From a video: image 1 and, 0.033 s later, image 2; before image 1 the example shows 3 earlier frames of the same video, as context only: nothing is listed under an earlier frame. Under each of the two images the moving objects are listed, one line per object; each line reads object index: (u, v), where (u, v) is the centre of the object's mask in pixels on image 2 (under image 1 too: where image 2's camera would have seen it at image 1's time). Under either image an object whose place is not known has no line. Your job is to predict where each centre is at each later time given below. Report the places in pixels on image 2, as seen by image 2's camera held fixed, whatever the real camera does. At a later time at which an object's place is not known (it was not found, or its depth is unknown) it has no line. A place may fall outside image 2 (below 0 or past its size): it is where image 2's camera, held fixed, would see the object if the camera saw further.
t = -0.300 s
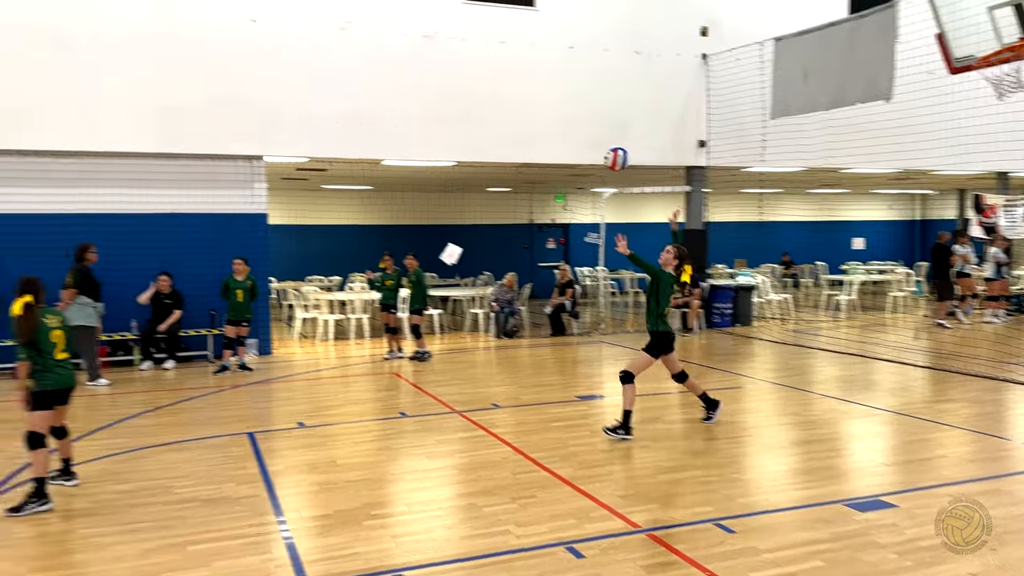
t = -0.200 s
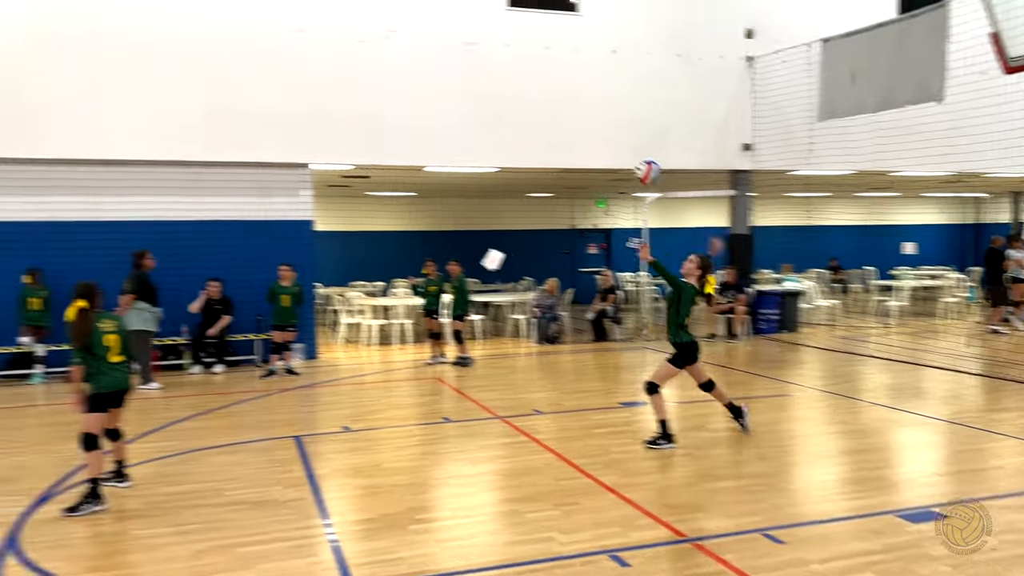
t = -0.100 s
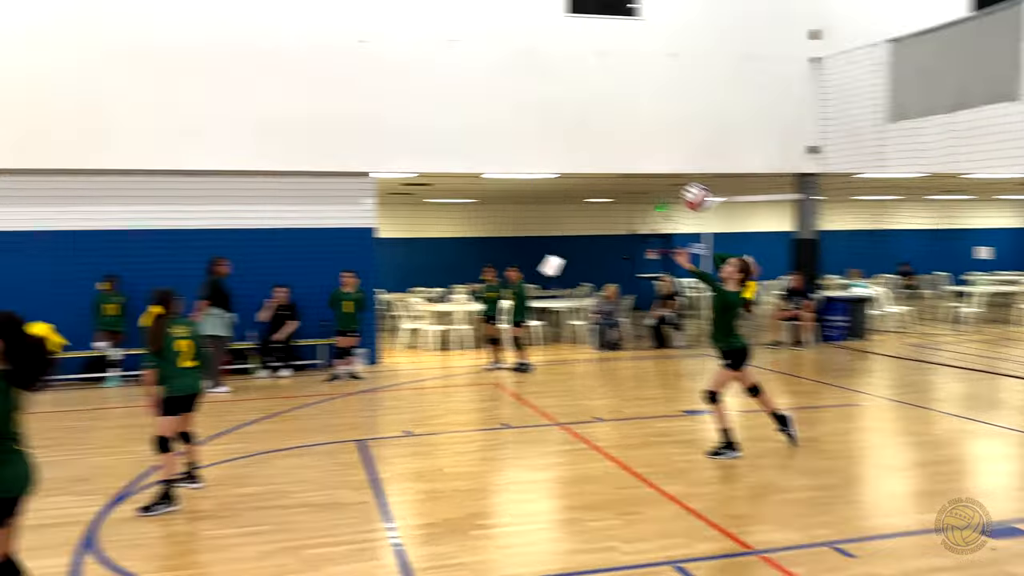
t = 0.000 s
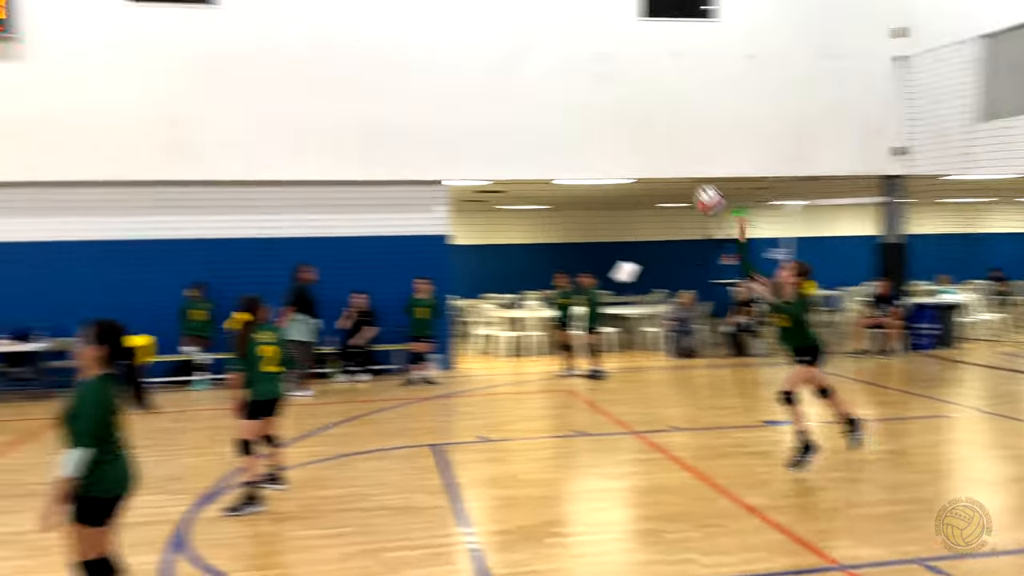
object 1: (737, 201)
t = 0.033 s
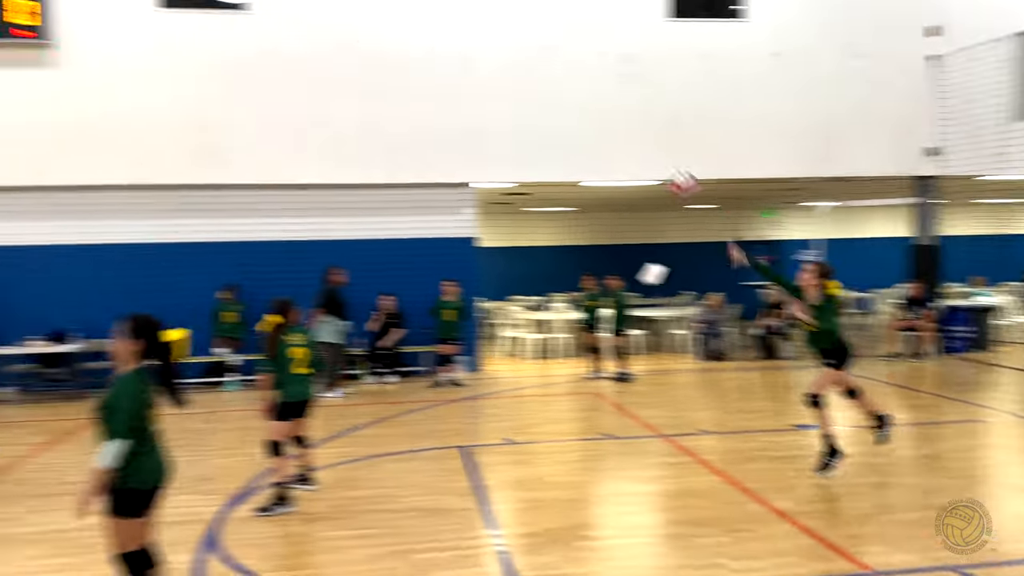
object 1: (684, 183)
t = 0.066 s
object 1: (630, 168)
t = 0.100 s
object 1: (577, 153)
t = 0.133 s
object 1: (524, 138)
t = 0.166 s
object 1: (473, 125)
